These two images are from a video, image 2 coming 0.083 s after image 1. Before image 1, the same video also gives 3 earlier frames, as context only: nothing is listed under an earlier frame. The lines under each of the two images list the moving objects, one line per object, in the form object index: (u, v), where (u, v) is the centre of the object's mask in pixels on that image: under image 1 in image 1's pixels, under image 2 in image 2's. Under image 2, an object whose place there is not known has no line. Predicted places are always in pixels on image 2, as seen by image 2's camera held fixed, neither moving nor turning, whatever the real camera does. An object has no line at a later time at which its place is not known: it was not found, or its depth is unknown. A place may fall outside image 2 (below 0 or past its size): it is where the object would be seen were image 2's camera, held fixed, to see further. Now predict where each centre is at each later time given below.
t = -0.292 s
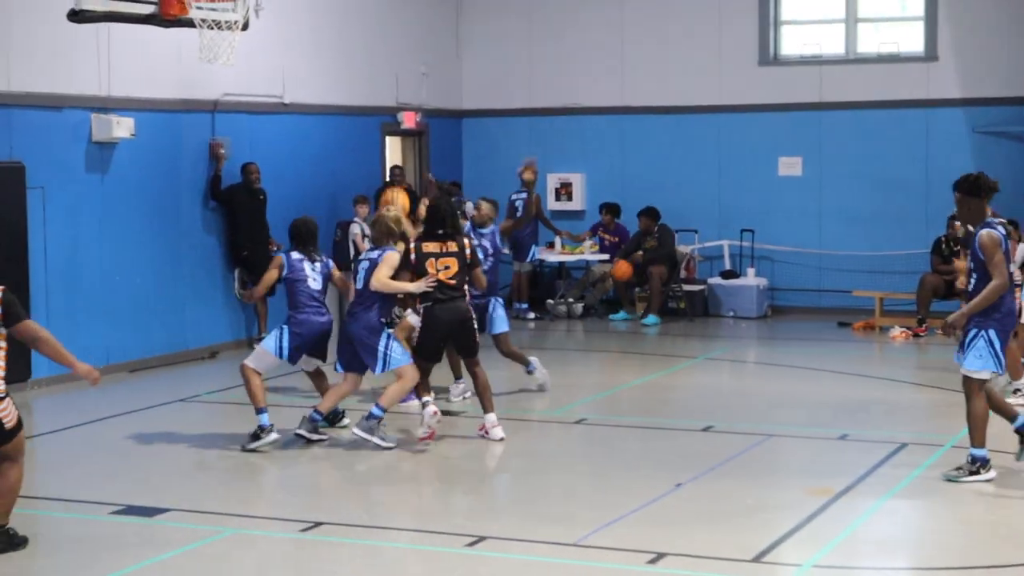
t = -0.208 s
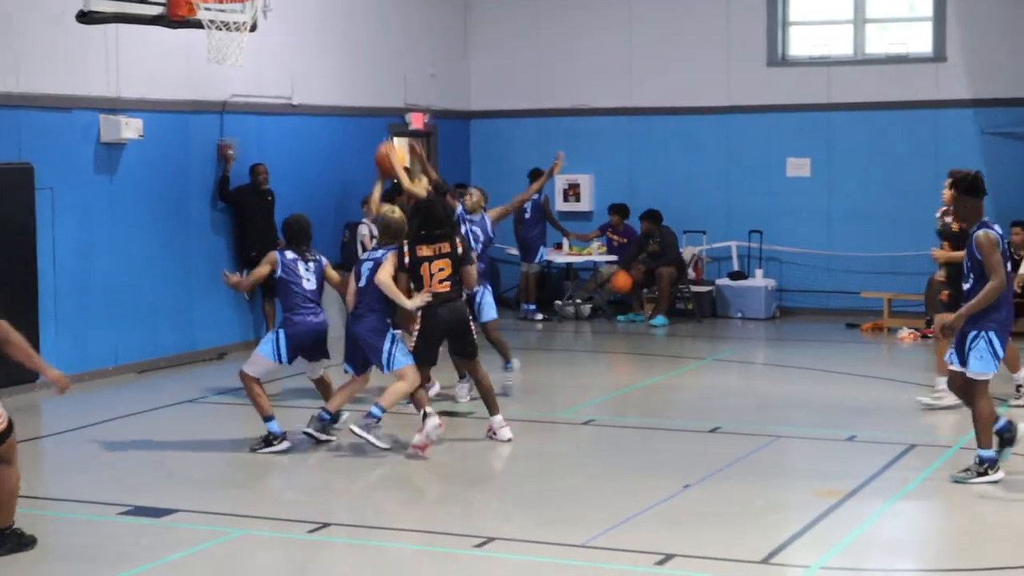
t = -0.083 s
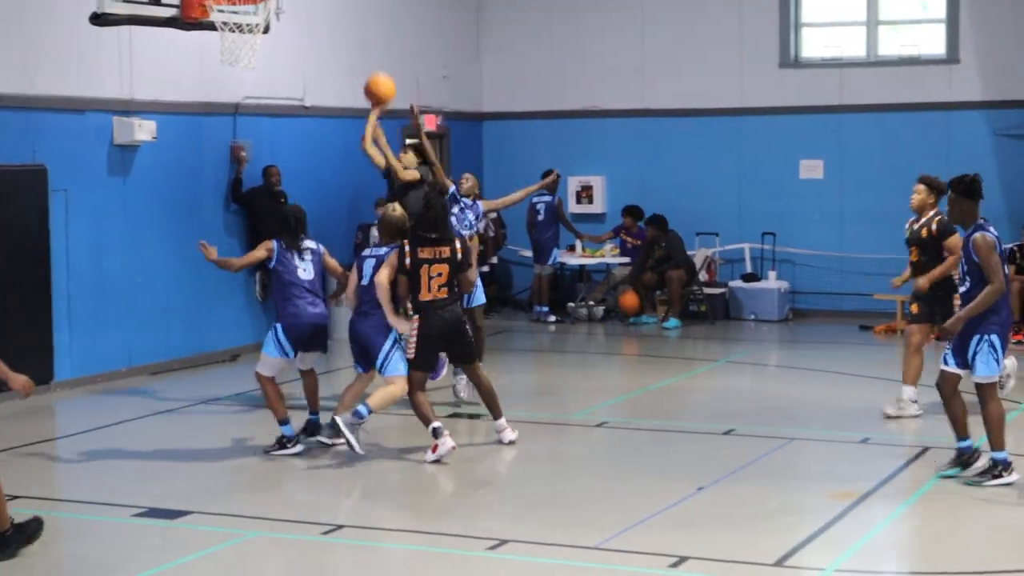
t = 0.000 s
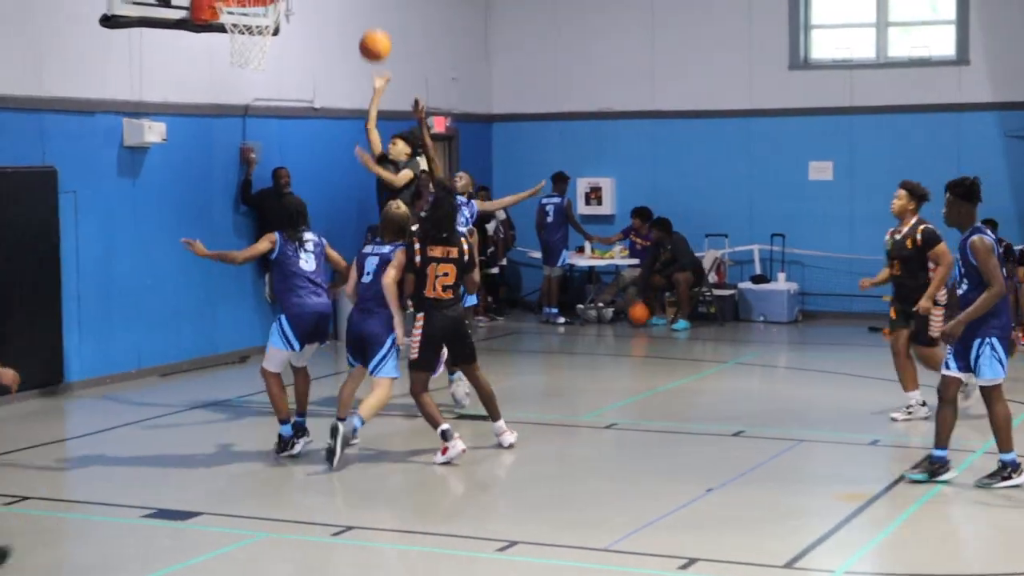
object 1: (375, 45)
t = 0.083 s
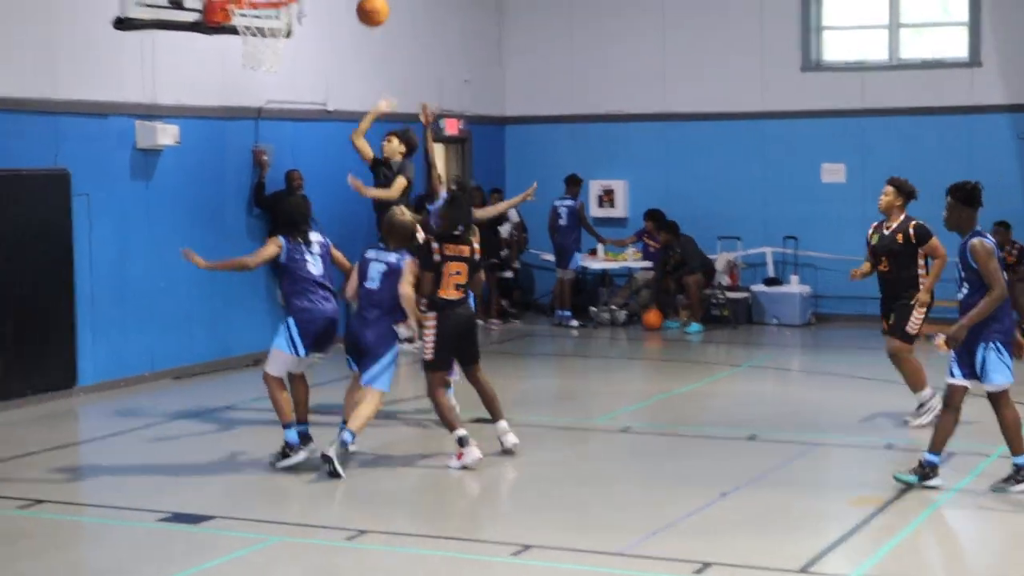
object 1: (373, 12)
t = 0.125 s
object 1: (364, 0)
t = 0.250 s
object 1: (340, -40)
